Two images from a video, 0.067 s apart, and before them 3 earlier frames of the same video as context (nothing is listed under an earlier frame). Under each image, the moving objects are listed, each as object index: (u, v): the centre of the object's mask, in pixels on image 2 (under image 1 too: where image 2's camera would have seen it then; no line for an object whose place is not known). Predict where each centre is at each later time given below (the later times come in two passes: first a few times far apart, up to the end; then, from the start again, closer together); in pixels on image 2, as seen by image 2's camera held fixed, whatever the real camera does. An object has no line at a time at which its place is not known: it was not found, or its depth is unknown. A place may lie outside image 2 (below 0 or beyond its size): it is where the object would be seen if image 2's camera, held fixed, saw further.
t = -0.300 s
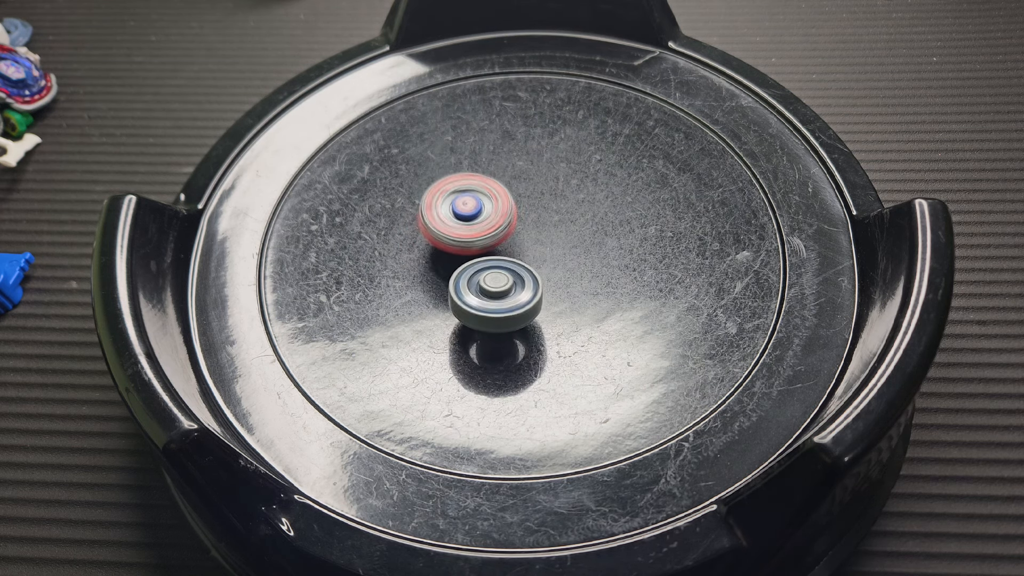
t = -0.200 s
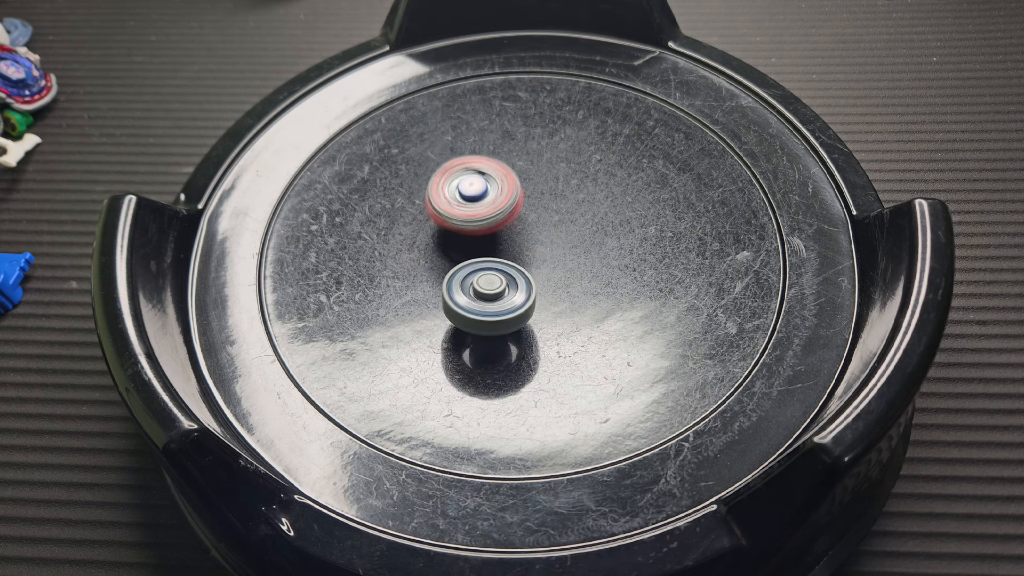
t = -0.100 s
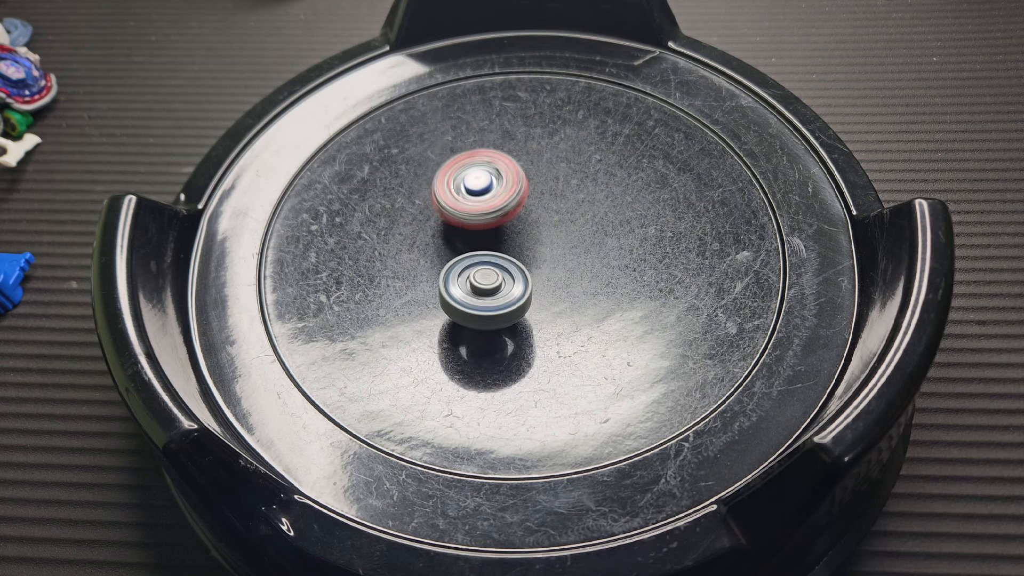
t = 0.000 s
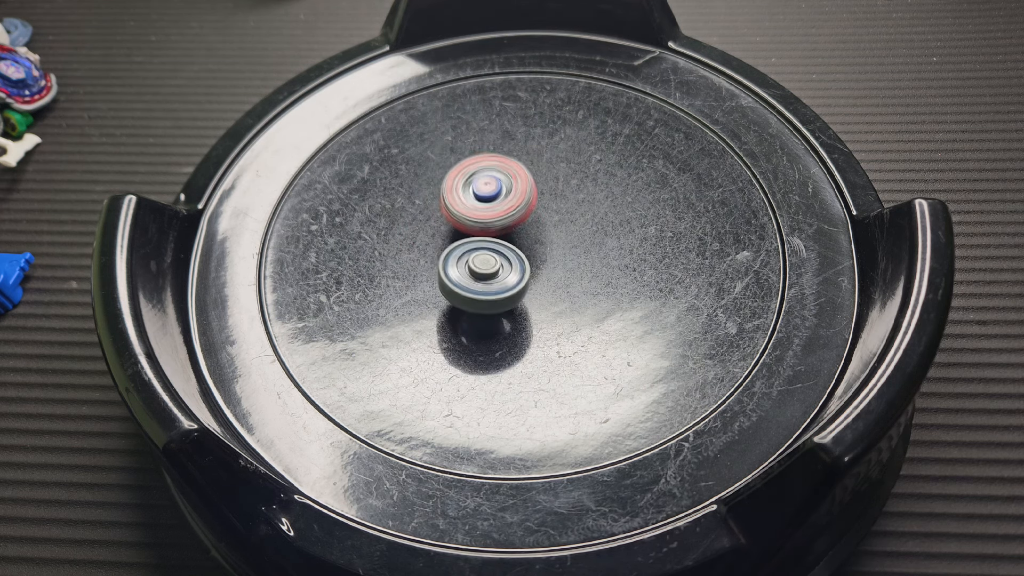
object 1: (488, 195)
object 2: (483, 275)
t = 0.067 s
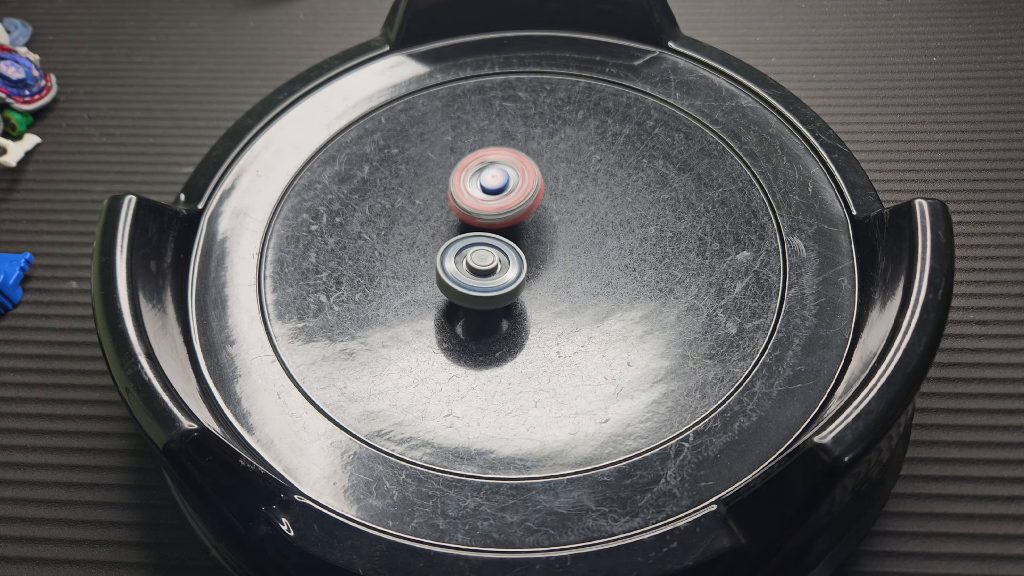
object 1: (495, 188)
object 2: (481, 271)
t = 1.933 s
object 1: (553, 193)
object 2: (494, 274)
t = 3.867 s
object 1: (596, 234)
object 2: (491, 242)
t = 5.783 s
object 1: (590, 297)
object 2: (498, 214)
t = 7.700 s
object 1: (473, 318)
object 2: (537, 232)
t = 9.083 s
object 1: (442, 254)
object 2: (547, 240)
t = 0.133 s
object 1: (499, 186)
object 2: (478, 265)
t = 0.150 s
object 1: (499, 187)
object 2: (478, 264)
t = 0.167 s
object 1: (501, 187)
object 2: (478, 262)
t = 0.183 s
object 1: (503, 184)
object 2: (475, 264)
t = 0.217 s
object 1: (507, 178)
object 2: (471, 266)
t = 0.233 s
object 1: (509, 177)
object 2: (470, 267)
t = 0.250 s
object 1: (509, 177)
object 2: (469, 266)
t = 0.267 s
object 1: (510, 177)
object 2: (468, 266)
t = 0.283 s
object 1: (510, 177)
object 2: (468, 265)
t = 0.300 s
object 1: (511, 178)
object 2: (467, 264)
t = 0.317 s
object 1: (512, 179)
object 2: (469, 264)
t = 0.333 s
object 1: (512, 181)
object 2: (468, 262)
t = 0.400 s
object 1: (516, 186)
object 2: (473, 258)
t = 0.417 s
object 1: (517, 187)
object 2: (474, 257)
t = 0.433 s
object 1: (520, 185)
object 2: (473, 259)
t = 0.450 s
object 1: (524, 182)
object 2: (470, 262)
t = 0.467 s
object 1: (528, 179)
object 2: (469, 264)
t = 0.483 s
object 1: (530, 177)
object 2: (468, 266)
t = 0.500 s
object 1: (531, 177)
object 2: (469, 267)
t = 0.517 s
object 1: (532, 176)
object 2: (469, 268)
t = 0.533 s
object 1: (532, 177)
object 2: (470, 269)
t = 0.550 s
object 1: (533, 178)
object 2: (471, 269)
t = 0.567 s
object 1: (532, 178)
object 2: (473, 270)
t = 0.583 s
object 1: (534, 180)
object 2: (476, 269)
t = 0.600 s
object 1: (533, 181)
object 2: (478, 269)
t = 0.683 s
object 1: (535, 189)
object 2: (493, 265)
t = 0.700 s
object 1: (536, 190)
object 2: (497, 262)
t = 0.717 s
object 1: (536, 191)
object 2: (498, 262)
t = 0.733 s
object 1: (538, 189)
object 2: (500, 263)
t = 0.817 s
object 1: (542, 187)
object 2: (506, 262)
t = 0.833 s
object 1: (542, 187)
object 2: (507, 262)
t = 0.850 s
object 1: (542, 187)
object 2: (508, 261)
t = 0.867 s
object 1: (544, 185)
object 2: (507, 264)
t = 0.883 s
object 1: (545, 182)
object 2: (508, 265)
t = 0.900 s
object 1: (546, 181)
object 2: (507, 267)
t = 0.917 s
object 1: (545, 181)
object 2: (509, 267)
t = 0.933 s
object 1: (545, 181)
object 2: (509, 267)
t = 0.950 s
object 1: (545, 182)
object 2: (511, 266)
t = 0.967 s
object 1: (545, 183)
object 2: (512, 265)
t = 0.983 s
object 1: (545, 184)
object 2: (514, 265)
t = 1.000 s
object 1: (545, 186)
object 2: (515, 263)
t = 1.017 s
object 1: (545, 187)
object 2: (516, 263)
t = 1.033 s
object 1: (546, 185)
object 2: (517, 264)
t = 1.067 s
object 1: (551, 173)
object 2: (515, 274)
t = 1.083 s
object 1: (552, 168)
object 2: (514, 278)
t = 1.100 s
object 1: (552, 166)
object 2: (515, 280)
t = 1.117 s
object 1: (553, 164)
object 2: (515, 282)
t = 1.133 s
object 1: (552, 164)
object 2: (516, 283)
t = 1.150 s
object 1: (552, 164)
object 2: (516, 284)
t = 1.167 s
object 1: (551, 165)
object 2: (518, 285)
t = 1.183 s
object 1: (551, 166)
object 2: (519, 284)
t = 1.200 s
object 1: (551, 168)
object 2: (521, 285)
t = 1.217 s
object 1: (550, 170)
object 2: (522, 284)
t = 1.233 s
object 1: (550, 172)
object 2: (524, 284)
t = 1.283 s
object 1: (549, 178)
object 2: (529, 282)
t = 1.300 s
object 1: (549, 181)
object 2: (530, 282)
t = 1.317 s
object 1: (549, 183)
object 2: (532, 280)
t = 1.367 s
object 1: (549, 189)
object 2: (535, 276)
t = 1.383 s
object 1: (549, 191)
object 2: (536, 274)
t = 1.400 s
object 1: (548, 192)
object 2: (536, 272)
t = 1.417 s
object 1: (549, 193)
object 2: (535, 270)
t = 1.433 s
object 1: (549, 189)
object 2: (533, 272)
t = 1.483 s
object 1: (552, 174)
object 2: (527, 281)
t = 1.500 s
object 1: (551, 172)
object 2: (526, 281)
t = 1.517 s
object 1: (551, 171)
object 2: (524, 283)
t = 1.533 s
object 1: (549, 171)
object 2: (524, 283)
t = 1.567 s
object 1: (548, 174)
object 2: (523, 283)
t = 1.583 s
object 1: (547, 176)
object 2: (521, 283)
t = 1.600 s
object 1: (547, 177)
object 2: (521, 284)
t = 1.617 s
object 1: (547, 180)
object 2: (520, 283)
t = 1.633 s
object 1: (547, 181)
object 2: (520, 283)
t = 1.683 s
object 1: (547, 186)
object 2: (517, 281)
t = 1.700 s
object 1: (548, 188)
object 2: (517, 280)
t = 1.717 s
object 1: (548, 190)
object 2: (516, 279)
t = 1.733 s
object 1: (548, 191)
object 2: (515, 278)
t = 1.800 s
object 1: (549, 198)
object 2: (510, 273)
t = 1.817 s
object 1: (549, 199)
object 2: (510, 272)
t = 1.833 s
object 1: (549, 200)
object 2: (507, 271)
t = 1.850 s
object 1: (551, 198)
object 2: (506, 272)
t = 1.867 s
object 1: (553, 195)
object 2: (502, 274)
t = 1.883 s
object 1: (554, 194)
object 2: (501, 275)
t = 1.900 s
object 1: (554, 193)
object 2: (498, 275)
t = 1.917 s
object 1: (554, 193)
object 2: (497, 275)
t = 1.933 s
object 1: (553, 193)
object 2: (494, 274)
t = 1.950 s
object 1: (553, 194)
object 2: (492, 274)
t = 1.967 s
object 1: (553, 195)
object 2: (490, 272)
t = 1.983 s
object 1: (552, 196)
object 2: (490, 272)
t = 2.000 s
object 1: (552, 198)
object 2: (488, 271)
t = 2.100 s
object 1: (551, 206)
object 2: (483, 265)
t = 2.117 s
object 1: (551, 207)
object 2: (481, 264)
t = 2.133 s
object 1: (551, 208)
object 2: (481, 263)
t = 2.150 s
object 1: (558, 203)
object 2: (472, 267)
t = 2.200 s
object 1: (573, 192)
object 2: (457, 274)
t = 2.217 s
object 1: (575, 191)
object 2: (453, 275)
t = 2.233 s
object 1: (576, 189)
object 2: (451, 277)
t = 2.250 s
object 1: (575, 190)
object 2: (449, 277)
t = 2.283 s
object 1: (574, 190)
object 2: (448, 279)
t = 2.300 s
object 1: (574, 192)
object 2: (449, 280)
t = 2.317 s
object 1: (573, 193)
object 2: (448, 280)
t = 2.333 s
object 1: (572, 194)
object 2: (450, 281)
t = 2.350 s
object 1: (571, 195)
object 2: (450, 280)
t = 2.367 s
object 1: (570, 197)
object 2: (452, 281)
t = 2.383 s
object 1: (570, 198)
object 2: (452, 281)
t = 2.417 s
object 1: (569, 202)
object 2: (456, 280)
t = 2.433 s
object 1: (568, 203)
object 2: (458, 280)
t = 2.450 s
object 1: (568, 205)
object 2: (460, 278)
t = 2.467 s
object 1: (567, 206)
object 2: (462, 277)
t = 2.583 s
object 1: (564, 215)
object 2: (481, 263)
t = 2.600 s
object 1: (564, 216)
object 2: (483, 261)
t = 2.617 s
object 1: (566, 215)
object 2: (483, 260)
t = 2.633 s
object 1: (567, 214)
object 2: (482, 259)
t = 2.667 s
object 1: (566, 214)
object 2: (481, 256)
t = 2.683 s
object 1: (566, 214)
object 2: (482, 254)
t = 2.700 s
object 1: (572, 210)
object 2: (473, 255)
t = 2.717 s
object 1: (581, 207)
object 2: (466, 256)
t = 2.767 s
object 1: (594, 199)
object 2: (451, 257)
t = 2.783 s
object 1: (595, 198)
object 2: (449, 257)
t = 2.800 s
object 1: (595, 198)
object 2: (446, 257)
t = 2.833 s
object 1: (593, 199)
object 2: (445, 257)
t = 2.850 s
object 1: (591, 200)
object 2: (445, 257)
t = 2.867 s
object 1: (590, 201)
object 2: (445, 258)
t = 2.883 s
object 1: (589, 203)
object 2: (446, 258)
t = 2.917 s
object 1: (586, 206)
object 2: (448, 258)
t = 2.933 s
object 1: (585, 208)
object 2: (448, 258)
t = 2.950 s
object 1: (584, 209)
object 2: (451, 258)
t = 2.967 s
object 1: (582, 211)
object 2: (452, 257)
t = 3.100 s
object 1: (575, 221)
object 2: (475, 250)
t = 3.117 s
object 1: (575, 221)
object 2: (479, 249)
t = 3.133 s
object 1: (574, 223)
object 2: (481, 248)
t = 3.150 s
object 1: (577, 222)
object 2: (481, 247)
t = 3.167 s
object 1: (578, 223)
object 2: (480, 247)
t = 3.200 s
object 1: (579, 222)
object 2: (481, 245)
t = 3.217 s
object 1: (579, 222)
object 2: (483, 243)
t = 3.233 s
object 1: (578, 222)
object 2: (483, 242)
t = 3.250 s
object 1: (580, 222)
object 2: (483, 241)
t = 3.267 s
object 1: (590, 219)
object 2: (473, 241)
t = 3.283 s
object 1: (598, 218)
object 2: (468, 241)
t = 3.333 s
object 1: (612, 214)
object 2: (456, 241)
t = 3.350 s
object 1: (614, 214)
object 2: (455, 241)
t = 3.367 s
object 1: (614, 214)
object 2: (453, 241)
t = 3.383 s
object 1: (613, 214)
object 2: (454, 241)
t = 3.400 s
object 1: (612, 214)
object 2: (454, 242)
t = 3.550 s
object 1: (600, 224)
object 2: (475, 249)
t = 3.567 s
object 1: (598, 225)
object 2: (479, 250)
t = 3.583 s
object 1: (597, 226)
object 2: (482, 249)
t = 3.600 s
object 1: (595, 227)
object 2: (485, 249)
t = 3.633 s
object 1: (593, 229)
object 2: (491, 249)
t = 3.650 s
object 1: (591, 231)
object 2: (494, 248)
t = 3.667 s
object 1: (596, 230)
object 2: (492, 248)
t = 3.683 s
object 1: (601, 230)
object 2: (487, 247)
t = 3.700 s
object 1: (605, 230)
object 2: (485, 248)
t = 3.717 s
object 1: (607, 229)
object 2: (483, 247)
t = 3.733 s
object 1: (608, 229)
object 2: (483, 247)
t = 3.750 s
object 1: (608, 229)
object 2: (483, 246)
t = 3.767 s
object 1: (607, 229)
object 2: (484, 246)
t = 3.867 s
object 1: (596, 234)
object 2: (491, 242)
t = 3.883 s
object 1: (594, 234)
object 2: (493, 242)
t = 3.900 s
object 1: (593, 235)
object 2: (495, 241)
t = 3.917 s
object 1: (599, 235)
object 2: (490, 240)
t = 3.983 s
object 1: (637, 232)
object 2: (464, 239)
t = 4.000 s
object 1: (642, 231)
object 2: (461, 238)
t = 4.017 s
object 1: (644, 231)
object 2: (459, 239)
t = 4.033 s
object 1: (644, 231)
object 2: (457, 238)
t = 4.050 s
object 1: (642, 231)
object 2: (456, 239)
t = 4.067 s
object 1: (641, 231)
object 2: (455, 239)
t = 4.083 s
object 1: (638, 232)
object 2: (454, 241)
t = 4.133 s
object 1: (630, 235)
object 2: (452, 244)
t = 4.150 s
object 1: (627, 236)
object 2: (453, 245)
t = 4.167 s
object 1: (624, 237)
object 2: (452, 246)
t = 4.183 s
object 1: (620, 239)
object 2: (453, 247)
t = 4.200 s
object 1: (618, 240)
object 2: (453, 248)
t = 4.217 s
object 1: (615, 242)
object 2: (454, 249)
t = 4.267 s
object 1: (606, 245)
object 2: (460, 251)
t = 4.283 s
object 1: (604, 246)
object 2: (463, 251)
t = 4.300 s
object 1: (602, 247)
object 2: (466, 252)
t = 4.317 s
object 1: (600, 248)
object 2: (469, 251)
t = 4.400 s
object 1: (590, 252)
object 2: (487, 251)
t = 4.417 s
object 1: (588, 253)
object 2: (489, 249)
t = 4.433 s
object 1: (598, 252)
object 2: (484, 248)
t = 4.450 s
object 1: (615, 253)
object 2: (473, 246)
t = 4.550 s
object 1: (671, 251)
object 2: (448, 241)
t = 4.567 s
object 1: (674, 252)
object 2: (447, 241)
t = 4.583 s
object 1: (674, 252)
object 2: (447, 241)
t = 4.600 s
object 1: (674, 252)
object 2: (447, 241)
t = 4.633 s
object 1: (670, 253)
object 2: (448, 243)
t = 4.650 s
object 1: (667, 254)
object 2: (450, 243)
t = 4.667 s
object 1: (664, 255)
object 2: (450, 244)
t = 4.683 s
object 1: (660, 255)
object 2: (453, 244)
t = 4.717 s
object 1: (652, 256)
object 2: (457, 245)
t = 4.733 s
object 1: (647, 257)
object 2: (460, 246)
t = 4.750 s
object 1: (642, 258)
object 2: (463, 245)
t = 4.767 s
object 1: (637, 258)
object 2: (467, 246)
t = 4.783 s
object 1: (632, 258)
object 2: (470, 246)
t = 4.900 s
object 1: (595, 260)
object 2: (493, 244)
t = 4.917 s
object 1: (591, 261)
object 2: (496, 244)
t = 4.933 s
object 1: (597, 263)
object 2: (491, 239)
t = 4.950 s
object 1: (602, 265)
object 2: (487, 236)
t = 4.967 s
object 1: (607, 266)
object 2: (485, 232)
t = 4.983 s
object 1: (609, 267)
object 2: (484, 231)
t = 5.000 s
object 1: (610, 267)
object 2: (483, 228)
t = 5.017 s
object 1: (610, 266)
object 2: (484, 227)
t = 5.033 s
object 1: (609, 266)
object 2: (483, 225)
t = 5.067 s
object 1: (605, 265)
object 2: (484, 224)
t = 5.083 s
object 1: (603, 265)
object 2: (485, 222)
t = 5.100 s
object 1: (601, 265)
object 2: (486, 222)
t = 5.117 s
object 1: (598, 266)
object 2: (486, 221)
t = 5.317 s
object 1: (576, 271)
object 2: (499, 222)
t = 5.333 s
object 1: (574, 271)
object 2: (499, 223)
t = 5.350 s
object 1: (572, 271)
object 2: (501, 222)
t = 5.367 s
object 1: (576, 275)
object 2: (500, 221)
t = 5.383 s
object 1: (581, 279)
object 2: (498, 219)
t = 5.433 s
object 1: (590, 287)
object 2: (498, 217)
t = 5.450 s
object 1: (591, 287)
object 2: (497, 217)
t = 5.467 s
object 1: (591, 287)
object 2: (499, 216)
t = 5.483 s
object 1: (590, 287)
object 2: (499, 217)
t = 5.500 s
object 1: (590, 286)
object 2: (501, 217)
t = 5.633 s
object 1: (574, 282)
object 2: (509, 224)
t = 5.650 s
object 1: (572, 281)
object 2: (510, 224)
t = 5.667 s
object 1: (577, 286)
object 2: (509, 223)
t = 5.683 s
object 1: (582, 291)
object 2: (505, 219)
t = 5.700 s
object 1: (585, 294)
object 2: (504, 217)
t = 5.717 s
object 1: (588, 297)
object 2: (501, 216)
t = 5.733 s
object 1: (590, 298)
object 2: (500, 214)
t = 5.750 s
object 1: (590, 298)
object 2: (499, 214)
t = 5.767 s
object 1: (591, 298)
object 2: (498, 213)
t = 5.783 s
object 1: (590, 297)
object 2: (498, 214)
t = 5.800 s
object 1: (588, 296)
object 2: (496, 214)
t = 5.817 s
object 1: (586, 295)
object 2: (496, 215)
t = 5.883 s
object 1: (576, 289)
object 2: (493, 219)
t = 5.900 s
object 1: (573, 289)
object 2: (493, 221)
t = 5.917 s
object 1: (570, 287)
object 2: (492, 223)
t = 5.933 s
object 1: (567, 286)
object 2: (493, 225)
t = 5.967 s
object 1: (562, 284)
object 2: (495, 228)
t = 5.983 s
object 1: (559, 283)
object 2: (495, 230)
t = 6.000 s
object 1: (562, 286)
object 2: (494, 229)
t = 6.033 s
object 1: (566, 290)
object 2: (492, 227)
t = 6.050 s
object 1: (567, 291)
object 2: (492, 228)
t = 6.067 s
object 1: (567, 291)
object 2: (491, 228)
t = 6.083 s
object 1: (567, 292)
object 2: (492, 228)
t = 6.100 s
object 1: (566, 291)
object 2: (492, 230)
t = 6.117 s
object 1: (565, 291)
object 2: (493, 231)
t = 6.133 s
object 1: (564, 291)
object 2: (494, 232)
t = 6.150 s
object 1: (563, 290)
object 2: (494, 233)
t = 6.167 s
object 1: (561, 290)
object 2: (496, 233)
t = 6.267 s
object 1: (564, 294)
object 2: (495, 232)
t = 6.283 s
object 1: (565, 294)
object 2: (496, 232)
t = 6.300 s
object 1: (564, 293)
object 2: (496, 232)
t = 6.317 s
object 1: (563, 293)
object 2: (496, 231)
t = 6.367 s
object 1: (558, 292)
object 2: (499, 231)
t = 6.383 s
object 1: (557, 292)
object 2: (499, 230)
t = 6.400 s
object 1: (555, 292)
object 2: (501, 230)
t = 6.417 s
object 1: (562, 302)
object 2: (498, 225)
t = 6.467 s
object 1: (583, 328)
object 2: (487, 207)
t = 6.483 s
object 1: (587, 333)
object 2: (486, 205)
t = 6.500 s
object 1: (590, 337)
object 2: (484, 203)
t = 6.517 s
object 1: (592, 341)
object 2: (483, 201)
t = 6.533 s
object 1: (592, 343)
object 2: (482, 200)
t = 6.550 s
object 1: (592, 344)
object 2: (481, 199)
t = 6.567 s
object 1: (591, 344)
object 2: (481, 199)
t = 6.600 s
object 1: (588, 343)
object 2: (479, 199)
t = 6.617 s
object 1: (587, 342)
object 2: (478, 200)
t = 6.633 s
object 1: (585, 340)
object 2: (477, 199)
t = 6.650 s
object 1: (583, 338)
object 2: (477, 200)
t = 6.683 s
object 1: (578, 333)
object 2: (476, 200)
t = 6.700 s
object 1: (575, 330)
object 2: (475, 202)
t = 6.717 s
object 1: (573, 328)
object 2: (475, 202)
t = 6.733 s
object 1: (570, 325)
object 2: (477, 203)
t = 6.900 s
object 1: (535, 291)
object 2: (494, 220)
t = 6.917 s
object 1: (533, 289)
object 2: (494, 221)
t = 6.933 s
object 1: (533, 292)
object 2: (496, 220)
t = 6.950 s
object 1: (534, 295)
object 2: (496, 218)
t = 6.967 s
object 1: (536, 299)
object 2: (496, 215)
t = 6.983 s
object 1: (536, 301)
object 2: (498, 214)
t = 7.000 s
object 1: (536, 302)
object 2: (499, 214)
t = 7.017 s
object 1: (537, 302)
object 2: (501, 213)
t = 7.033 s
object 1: (537, 302)
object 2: (502, 214)
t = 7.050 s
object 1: (537, 301)
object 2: (504, 213)
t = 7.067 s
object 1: (536, 301)
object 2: (506, 214)
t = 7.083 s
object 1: (535, 300)
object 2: (506, 215)
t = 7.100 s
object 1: (533, 300)
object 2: (509, 215)
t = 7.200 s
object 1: (527, 298)
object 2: (517, 220)
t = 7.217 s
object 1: (527, 297)
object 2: (518, 220)
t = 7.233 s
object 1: (526, 296)
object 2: (520, 220)
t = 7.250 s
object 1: (524, 299)
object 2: (520, 221)
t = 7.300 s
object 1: (520, 320)
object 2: (520, 218)
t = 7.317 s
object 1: (518, 325)
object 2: (522, 218)
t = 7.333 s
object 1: (515, 328)
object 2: (522, 218)
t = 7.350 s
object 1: (509, 331)
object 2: (523, 218)
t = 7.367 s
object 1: (505, 333)
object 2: (524, 220)
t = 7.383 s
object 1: (501, 334)
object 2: (525, 220)
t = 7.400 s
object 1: (497, 335)
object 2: (526, 222)
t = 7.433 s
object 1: (493, 336)
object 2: (527, 224)
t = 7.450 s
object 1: (492, 336)
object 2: (528, 227)
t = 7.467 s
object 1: (491, 335)
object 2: (528, 228)
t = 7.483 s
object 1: (491, 334)
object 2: (529, 229)
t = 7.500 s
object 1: (490, 332)
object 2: (528, 231)
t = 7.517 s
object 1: (490, 330)
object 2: (528, 232)
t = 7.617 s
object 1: (488, 315)
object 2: (530, 240)
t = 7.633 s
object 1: (488, 312)
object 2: (529, 241)
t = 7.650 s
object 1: (488, 309)
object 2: (530, 241)
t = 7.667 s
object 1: (487, 309)
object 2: (531, 241)
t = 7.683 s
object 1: (480, 314)
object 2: (533, 236)
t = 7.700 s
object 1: (473, 318)
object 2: (537, 232)
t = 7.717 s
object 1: (468, 323)
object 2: (538, 230)
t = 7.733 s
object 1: (463, 324)
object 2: (539, 227)
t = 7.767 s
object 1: (459, 327)
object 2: (539, 226)
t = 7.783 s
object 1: (458, 327)
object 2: (540, 225)
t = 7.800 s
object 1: (458, 327)
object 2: (539, 226)
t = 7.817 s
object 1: (458, 327)
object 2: (538, 225)
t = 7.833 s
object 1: (458, 326)
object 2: (538, 226)
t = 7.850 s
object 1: (458, 325)
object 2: (536, 227)
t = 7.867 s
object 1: (458, 324)
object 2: (535, 227)
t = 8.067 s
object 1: (458, 301)
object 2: (519, 237)
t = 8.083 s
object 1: (458, 298)
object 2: (518, 236)
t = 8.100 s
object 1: (458, 294)
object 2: (519, 237)
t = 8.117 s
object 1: (453, 294)
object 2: (518, 236)
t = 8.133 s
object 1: (448, 296)
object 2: (519, 235)
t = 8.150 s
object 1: (444, 296)
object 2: (519, 234)
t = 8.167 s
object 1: (439, 296)
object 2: (518, 233)
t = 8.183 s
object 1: (434, 295)
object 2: (519, 233)
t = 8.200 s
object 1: (431, 294)
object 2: (517, 234)
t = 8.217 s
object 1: (430, 293)
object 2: (517, 234)
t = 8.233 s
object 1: (428, 291)
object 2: (517, 234)
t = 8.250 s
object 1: (428, 291)
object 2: (516, 235)
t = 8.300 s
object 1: (430, 288)
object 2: (514, 237)
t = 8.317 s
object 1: (432, 287)
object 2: (514, 238)
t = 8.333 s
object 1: (434, 286)
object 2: (513, 239)
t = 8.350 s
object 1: (435, 284)
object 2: (513, 239)
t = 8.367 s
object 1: (435, 283)
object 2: (515, 240)
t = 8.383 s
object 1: (432, 283)
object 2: (517, 239)
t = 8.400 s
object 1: (428, 283)
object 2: (522, 236)
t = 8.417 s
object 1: (424, 283)
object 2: (525, 235)
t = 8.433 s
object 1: (423, 283)
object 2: (527, 234)
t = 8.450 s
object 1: (424, 283)
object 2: (530, 233)
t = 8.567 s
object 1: (428, 275)
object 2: (535, 231)
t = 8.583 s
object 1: (429, 273)
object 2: (535, 230)
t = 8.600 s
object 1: (430, 271)
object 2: (536, 230)
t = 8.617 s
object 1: (431, 271)
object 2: (535, 230)
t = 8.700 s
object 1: (440, 263)
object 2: (535, 229)
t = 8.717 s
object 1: (444, 260)
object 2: (535, 229)
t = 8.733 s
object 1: (447, 258)
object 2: (536, 229)
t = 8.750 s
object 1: (442, 258)
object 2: (540, 227)
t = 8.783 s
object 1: (437, 258)
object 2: (547, 225)
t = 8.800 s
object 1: (436, 258)
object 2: (547, 225)
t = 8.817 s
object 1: (436, 259)
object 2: (549, 225)
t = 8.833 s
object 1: (436, 260)
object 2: (550, 226)
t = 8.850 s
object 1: (437, 260)
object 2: (549, 226)
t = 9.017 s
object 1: (445, 256)
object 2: (546, 235)
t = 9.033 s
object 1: (447, 256)
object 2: (544, 237)
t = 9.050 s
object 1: (448, 255)
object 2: (543, 237)
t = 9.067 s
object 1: (448, 254)
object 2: (543, 239)
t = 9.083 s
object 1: (442, 254)
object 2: (547, 240)
